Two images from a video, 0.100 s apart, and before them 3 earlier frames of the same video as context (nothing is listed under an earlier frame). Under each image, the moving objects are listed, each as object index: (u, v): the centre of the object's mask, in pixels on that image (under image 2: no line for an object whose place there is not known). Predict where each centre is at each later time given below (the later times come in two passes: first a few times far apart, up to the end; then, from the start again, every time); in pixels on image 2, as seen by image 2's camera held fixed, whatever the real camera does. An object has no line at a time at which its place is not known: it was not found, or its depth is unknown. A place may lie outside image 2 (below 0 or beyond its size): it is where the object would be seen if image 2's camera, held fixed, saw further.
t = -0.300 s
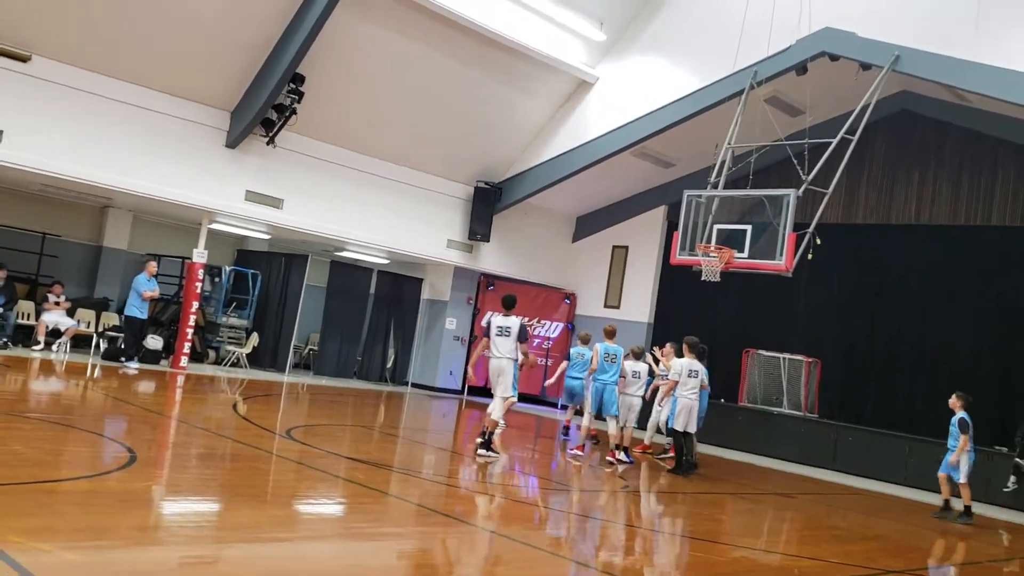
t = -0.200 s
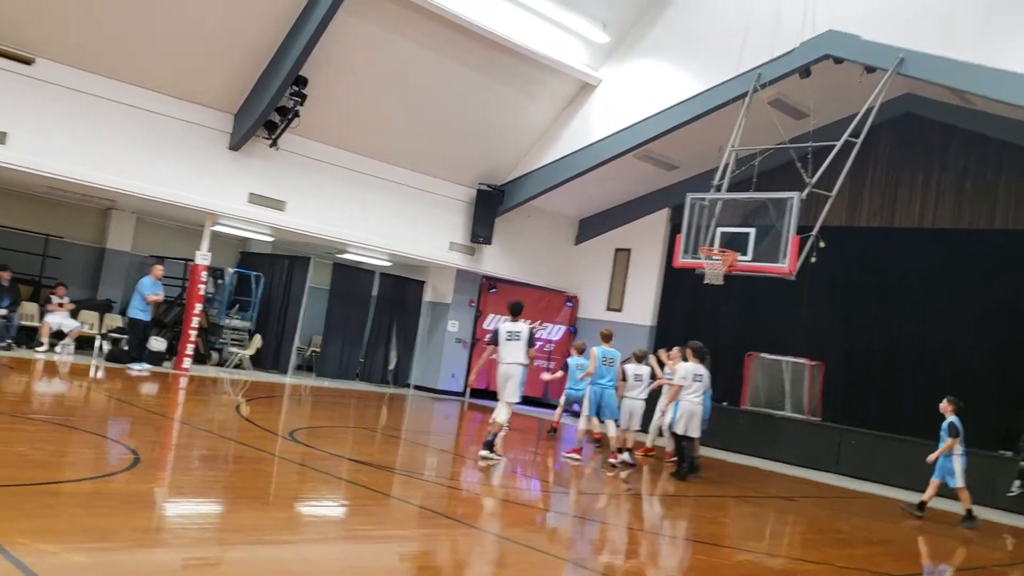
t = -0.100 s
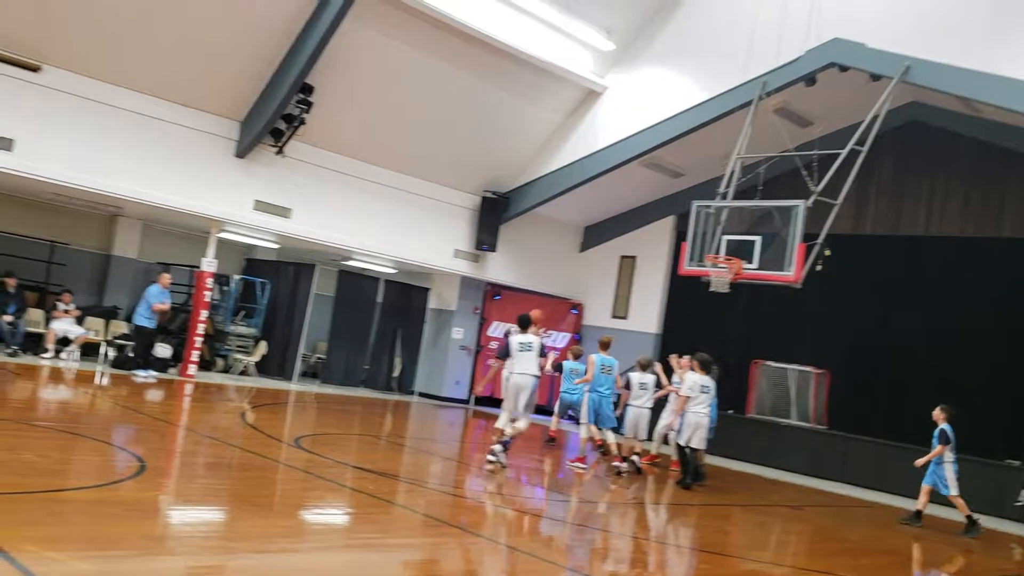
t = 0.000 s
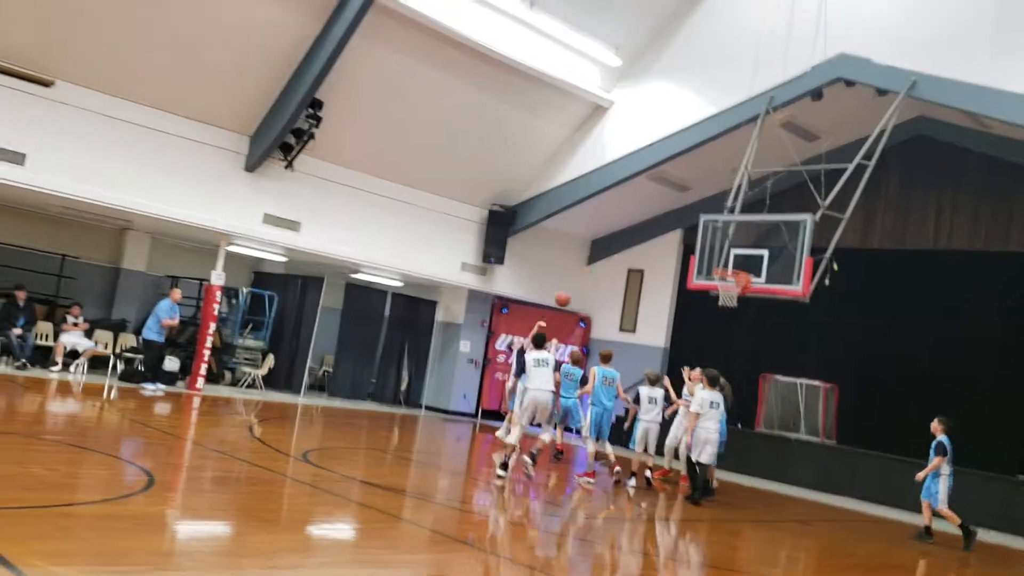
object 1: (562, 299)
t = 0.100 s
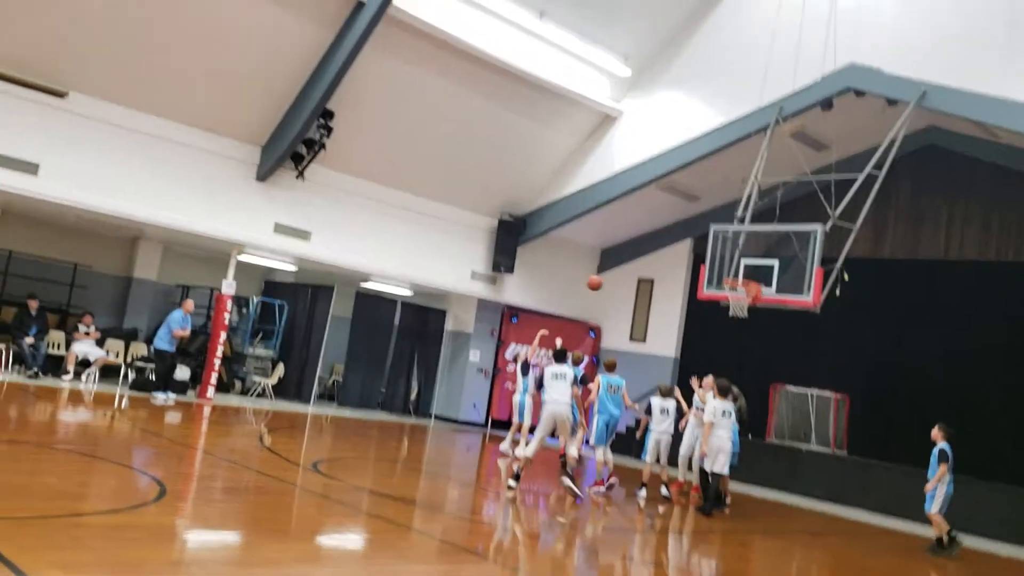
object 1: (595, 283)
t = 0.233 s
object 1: (624, 258)
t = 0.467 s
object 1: (672, 240)
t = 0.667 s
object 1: (711, 252)
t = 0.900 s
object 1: (748, 275)
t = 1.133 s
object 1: (759, 277)
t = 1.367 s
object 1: (755, 275)
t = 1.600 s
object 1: (744, 276)
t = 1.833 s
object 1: (730, 292)
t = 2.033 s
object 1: (725, 316)
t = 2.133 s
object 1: (722, 331)
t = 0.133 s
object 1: (602, 276)
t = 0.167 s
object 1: (609, 269)
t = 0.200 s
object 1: (616, 263)
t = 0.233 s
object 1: (624, 258)
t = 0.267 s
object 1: (630, 253)
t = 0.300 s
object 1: (638, 250)
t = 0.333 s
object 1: (645, 247)
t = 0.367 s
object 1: (652, 244)
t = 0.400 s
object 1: (659, 241)
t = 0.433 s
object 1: (666, 240)
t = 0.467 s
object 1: (672, 240)
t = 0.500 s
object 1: (679, 241)
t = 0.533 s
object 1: (686, 241)
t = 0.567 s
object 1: (692, 243)
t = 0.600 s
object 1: (699, 245)
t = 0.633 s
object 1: (706, 249)
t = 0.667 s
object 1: (711, 252)
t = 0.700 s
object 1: (717, 257)
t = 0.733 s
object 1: (723, 262)
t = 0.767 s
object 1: (730, 269)
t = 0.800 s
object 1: (735, 273)
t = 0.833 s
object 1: (739, 273)
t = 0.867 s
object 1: (744, 274)
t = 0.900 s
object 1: (748, 275)
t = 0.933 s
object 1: (750, 275)
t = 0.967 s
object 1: (753, 275)
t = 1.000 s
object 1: (755, 275)
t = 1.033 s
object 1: (757, 275)
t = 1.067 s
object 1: (759, 276)
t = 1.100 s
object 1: (761, 277)
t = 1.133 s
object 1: (759, 277)
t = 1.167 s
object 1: (758, 277)
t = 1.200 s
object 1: (757, 276)
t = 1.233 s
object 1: (757, 275)
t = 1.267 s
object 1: (757, 275)
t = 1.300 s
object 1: (757, 276)
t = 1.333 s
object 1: (756, 276)
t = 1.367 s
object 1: (755, 275)
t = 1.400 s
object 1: (754, 275)
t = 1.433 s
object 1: (753, 276)
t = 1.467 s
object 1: (751, 276)
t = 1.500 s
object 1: (750, 275)
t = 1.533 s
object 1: (748, 275)
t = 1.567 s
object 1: (746, 276)
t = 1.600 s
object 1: (744, 276)
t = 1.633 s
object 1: (742, 276)
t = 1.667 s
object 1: (740, 277)
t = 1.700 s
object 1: (738, 277)
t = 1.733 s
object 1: (737, 278)
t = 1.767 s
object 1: (733, 286)
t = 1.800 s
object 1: (731, 289)
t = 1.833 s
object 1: (730, 292)
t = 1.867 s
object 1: (728, 294)
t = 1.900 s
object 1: (726, 299)
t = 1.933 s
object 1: (728, 304)
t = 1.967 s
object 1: (727, 310)
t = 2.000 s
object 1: (725, 311)
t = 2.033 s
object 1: (725, 316)
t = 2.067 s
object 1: (724, 318)
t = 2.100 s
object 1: (723, 324)
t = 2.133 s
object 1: (722, 331)
